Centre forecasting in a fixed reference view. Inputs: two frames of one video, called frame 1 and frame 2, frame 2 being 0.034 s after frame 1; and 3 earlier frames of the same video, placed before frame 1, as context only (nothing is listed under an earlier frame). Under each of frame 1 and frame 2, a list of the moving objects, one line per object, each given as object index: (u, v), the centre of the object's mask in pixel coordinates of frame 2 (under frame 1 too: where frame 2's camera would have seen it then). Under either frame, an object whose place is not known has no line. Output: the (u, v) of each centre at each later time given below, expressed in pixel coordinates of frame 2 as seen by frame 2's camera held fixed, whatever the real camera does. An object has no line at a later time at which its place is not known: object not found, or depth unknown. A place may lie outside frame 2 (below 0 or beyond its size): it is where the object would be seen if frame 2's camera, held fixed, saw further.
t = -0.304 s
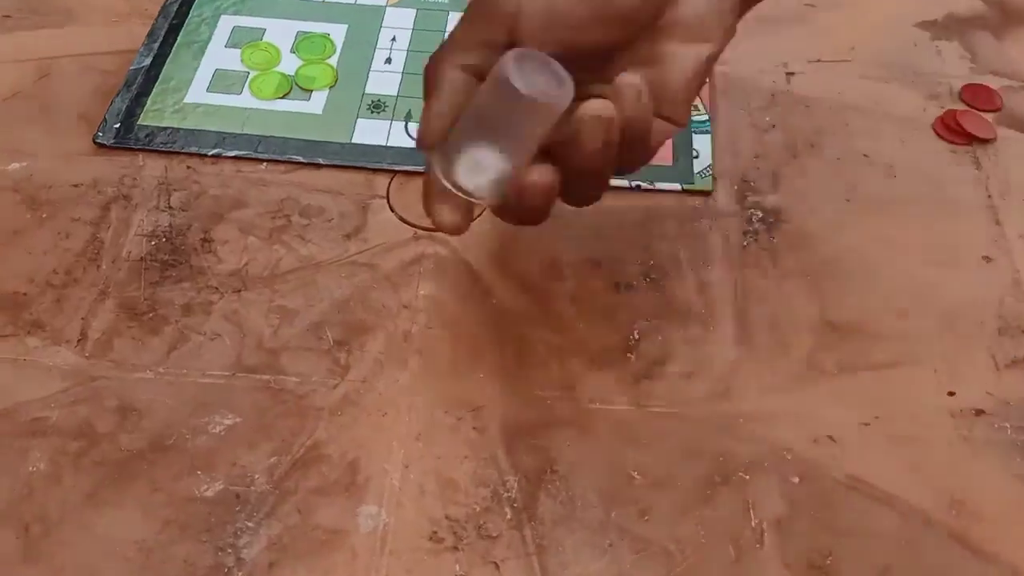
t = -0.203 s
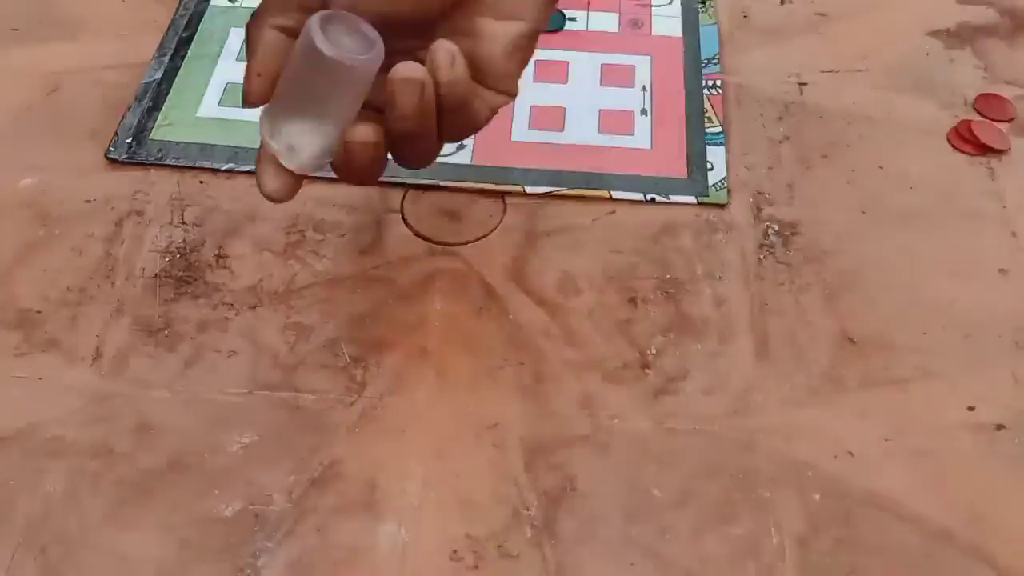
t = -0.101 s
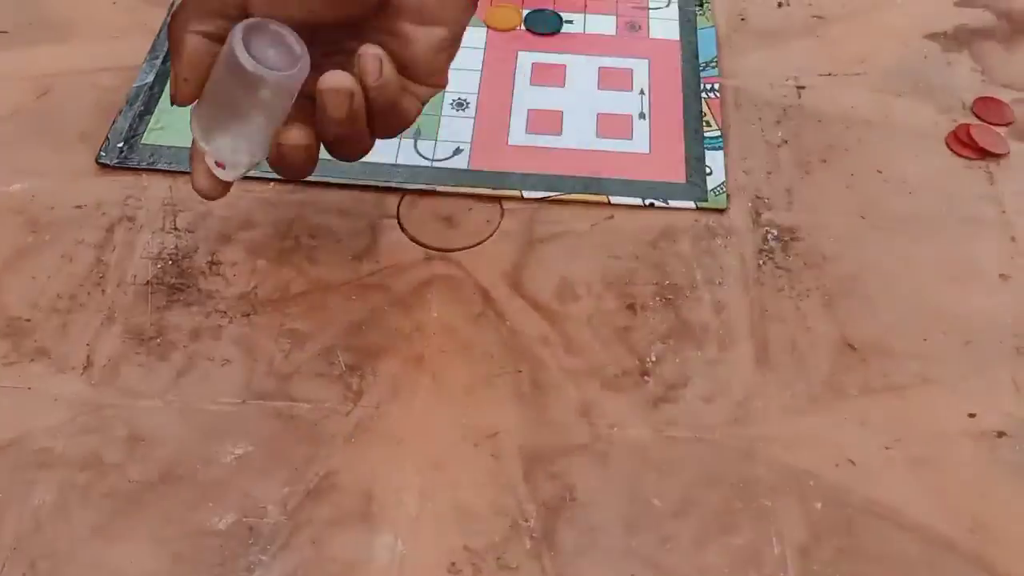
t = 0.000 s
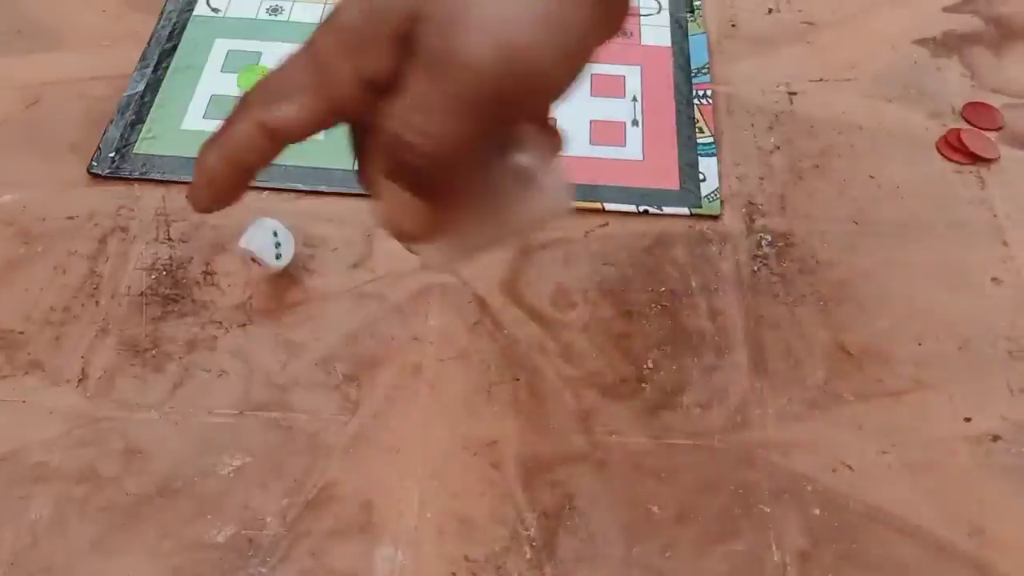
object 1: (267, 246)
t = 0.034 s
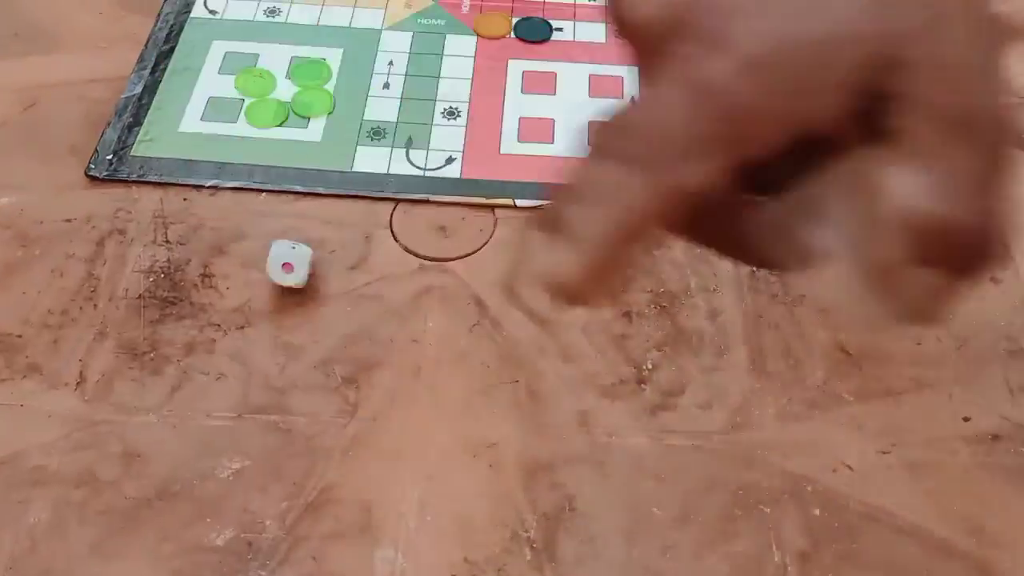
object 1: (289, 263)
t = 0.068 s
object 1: (316, 266)
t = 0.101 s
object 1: (344, 266)
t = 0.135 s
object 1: (369, 267)
